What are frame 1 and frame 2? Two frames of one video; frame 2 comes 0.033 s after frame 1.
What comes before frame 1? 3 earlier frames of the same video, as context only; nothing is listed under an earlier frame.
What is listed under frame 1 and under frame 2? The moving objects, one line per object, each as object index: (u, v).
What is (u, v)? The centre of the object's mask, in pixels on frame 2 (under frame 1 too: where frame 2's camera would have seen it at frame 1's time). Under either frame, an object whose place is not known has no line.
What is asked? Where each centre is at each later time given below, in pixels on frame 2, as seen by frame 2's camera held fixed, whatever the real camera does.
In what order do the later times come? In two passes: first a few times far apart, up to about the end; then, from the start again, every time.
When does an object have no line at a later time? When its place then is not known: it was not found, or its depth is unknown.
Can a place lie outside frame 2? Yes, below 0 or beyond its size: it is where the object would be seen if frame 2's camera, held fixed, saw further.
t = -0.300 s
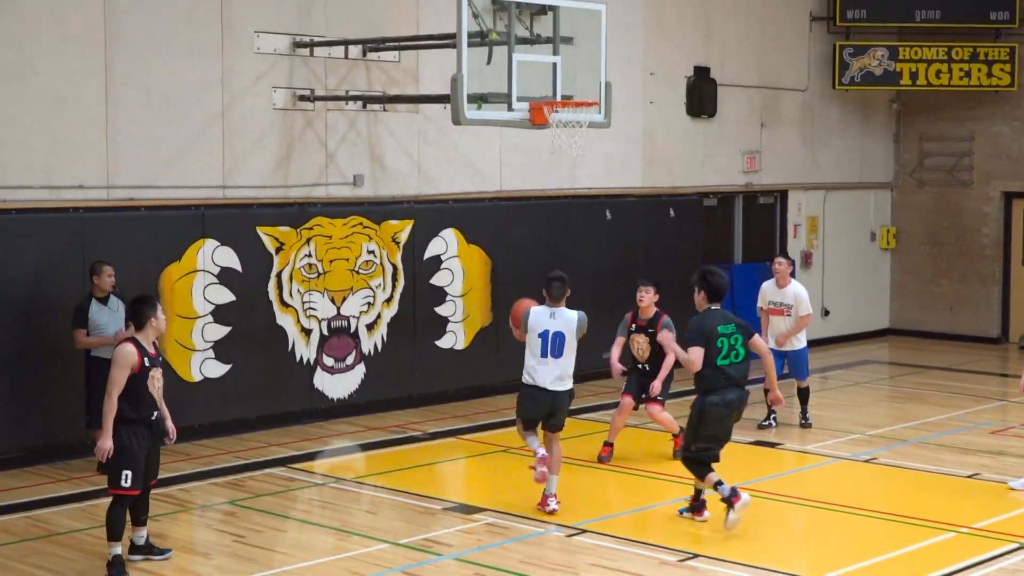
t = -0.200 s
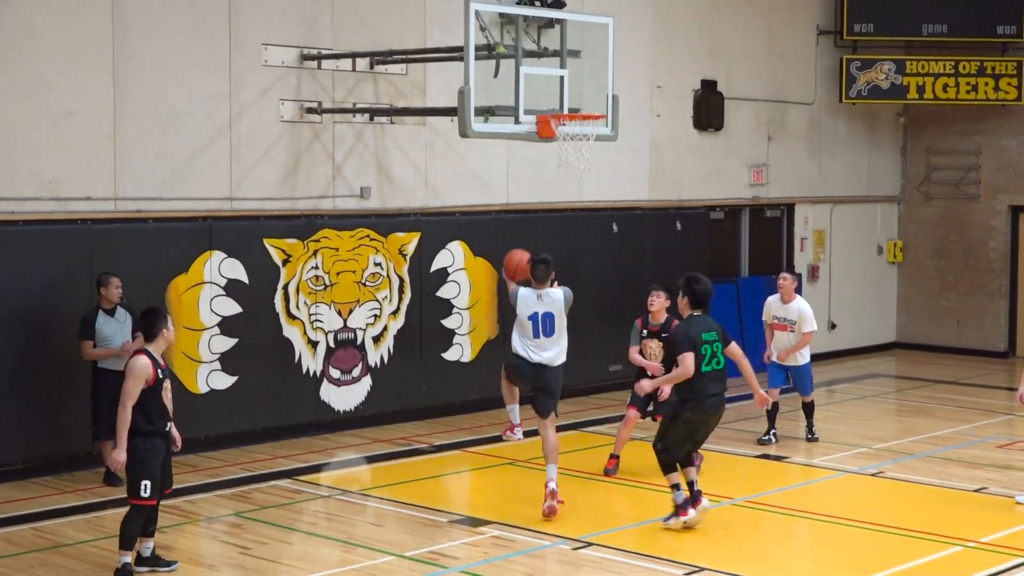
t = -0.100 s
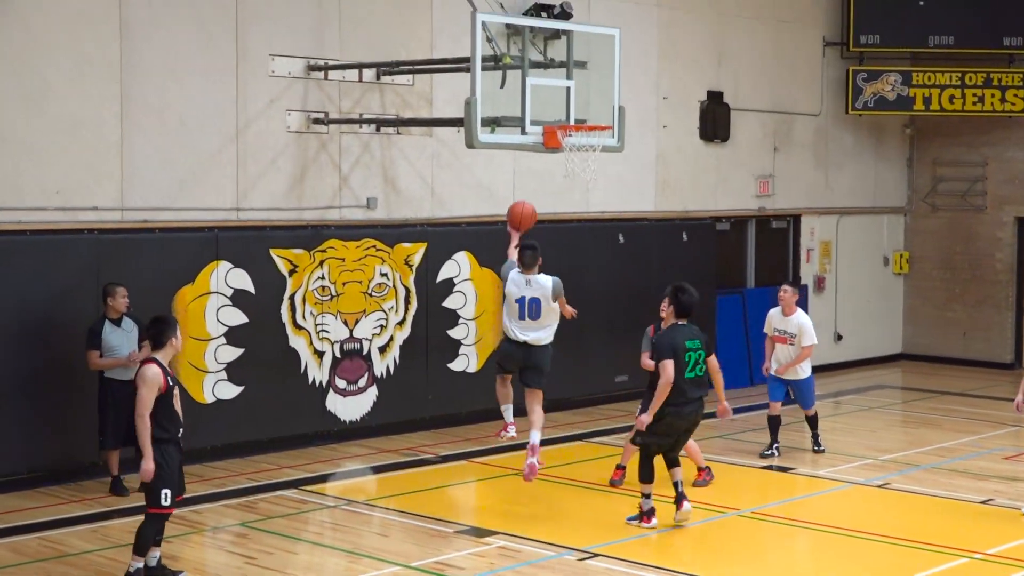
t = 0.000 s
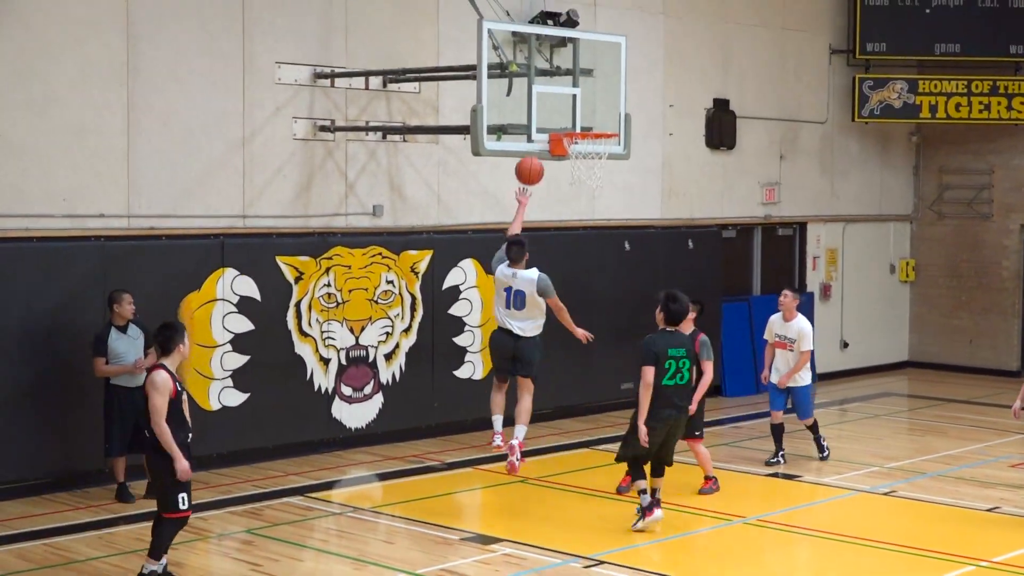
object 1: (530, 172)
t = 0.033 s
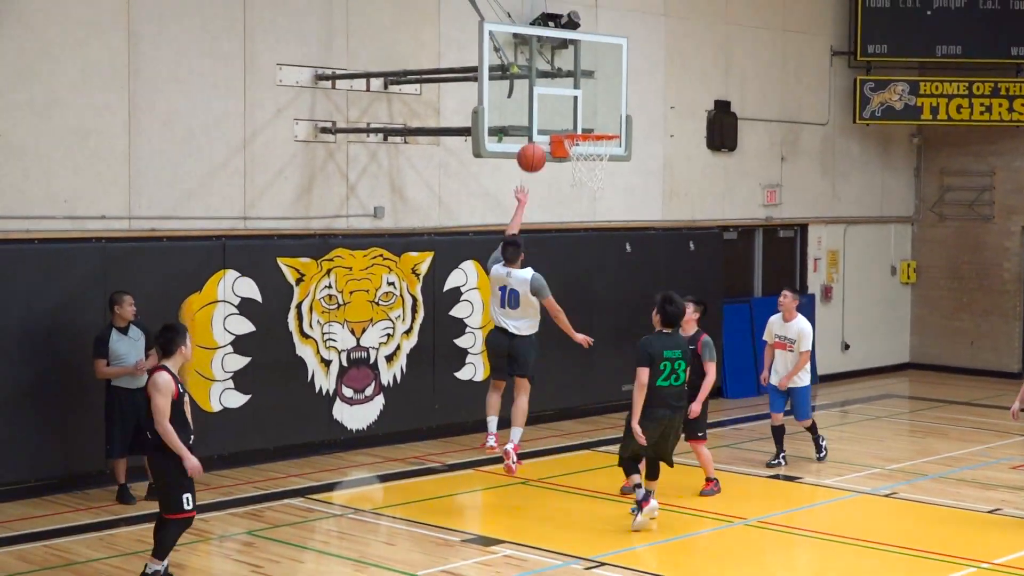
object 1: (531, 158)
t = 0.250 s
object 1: (545, 102)
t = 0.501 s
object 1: (591, 114)
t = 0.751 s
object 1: (581, 154)
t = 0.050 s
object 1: (532, 151)
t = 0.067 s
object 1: (532, 145)
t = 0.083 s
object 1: (533, 139)
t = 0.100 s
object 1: (533, 133)
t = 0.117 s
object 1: (534, 129)
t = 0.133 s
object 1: (534, 124)
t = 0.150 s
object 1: (534, 120)
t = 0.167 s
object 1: (535, 115)
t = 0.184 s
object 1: (535, 112)
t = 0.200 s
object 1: (536, 108)
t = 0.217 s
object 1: (539, 106)
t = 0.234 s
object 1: (542, 104)
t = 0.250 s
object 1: (545, 102)
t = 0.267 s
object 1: (548, 100)
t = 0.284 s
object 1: (552, 99)
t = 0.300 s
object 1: (554, 99)
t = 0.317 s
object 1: (557, 98)
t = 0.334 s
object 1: (560, 98)
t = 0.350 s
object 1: (563, 98)
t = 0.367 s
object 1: (566, 98)
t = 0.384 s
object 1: (569, 99)
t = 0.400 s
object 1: (572, 100)
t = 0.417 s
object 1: (575, 102)
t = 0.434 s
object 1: (578, 103)
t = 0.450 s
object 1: (581, 105)
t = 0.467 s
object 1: (585, 108)
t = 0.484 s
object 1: (588, 110)
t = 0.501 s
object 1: (591, 114)
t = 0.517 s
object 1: (593, 117)
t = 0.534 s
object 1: (596, 120)
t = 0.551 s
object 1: (599, 123)
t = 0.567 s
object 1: (602, 125)
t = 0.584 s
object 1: (600, 126)
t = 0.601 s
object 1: (598, 127)
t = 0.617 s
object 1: (595, 128)
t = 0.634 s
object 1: (593, 135)
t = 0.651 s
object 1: (590, 137)
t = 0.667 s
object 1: (588, 140)
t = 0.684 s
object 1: (586, 143)
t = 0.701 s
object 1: (583, 146)
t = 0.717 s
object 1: (583, 148)
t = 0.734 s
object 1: (582, 151)
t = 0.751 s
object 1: (581, 154)
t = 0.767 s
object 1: (582, 159)
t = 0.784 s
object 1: (582, 163)
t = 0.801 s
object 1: (581, 166)
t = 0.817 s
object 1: (581, 170)
